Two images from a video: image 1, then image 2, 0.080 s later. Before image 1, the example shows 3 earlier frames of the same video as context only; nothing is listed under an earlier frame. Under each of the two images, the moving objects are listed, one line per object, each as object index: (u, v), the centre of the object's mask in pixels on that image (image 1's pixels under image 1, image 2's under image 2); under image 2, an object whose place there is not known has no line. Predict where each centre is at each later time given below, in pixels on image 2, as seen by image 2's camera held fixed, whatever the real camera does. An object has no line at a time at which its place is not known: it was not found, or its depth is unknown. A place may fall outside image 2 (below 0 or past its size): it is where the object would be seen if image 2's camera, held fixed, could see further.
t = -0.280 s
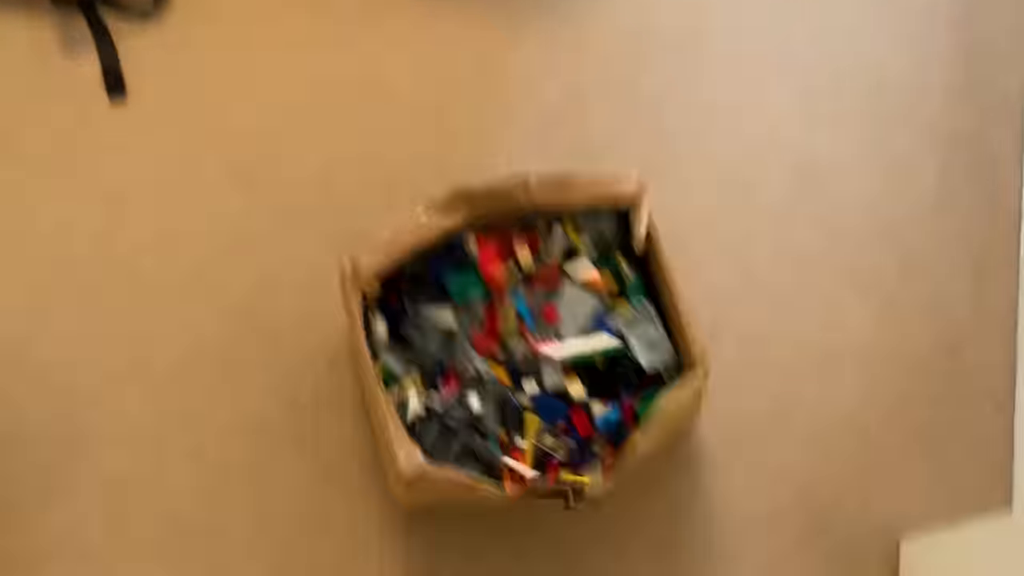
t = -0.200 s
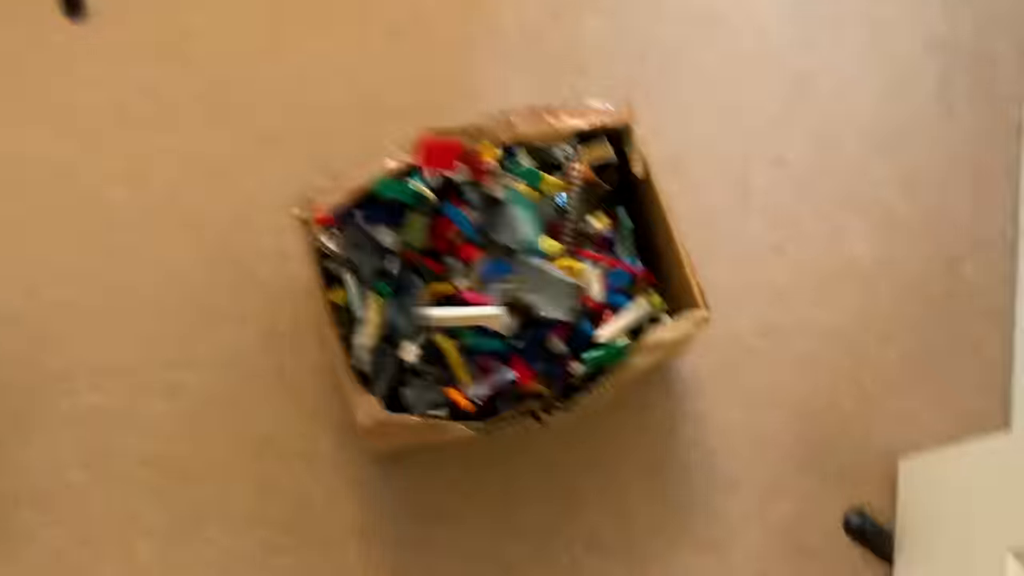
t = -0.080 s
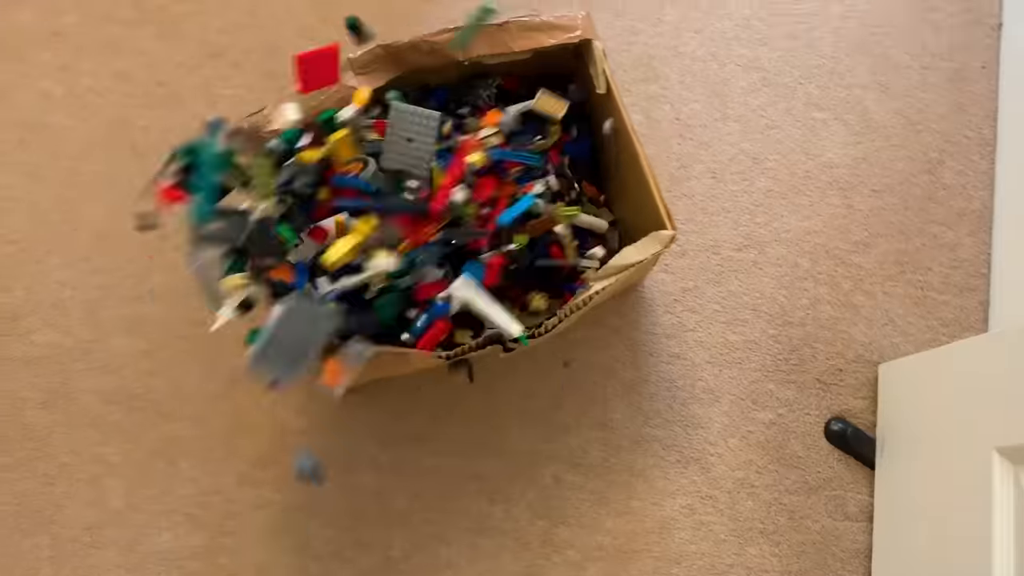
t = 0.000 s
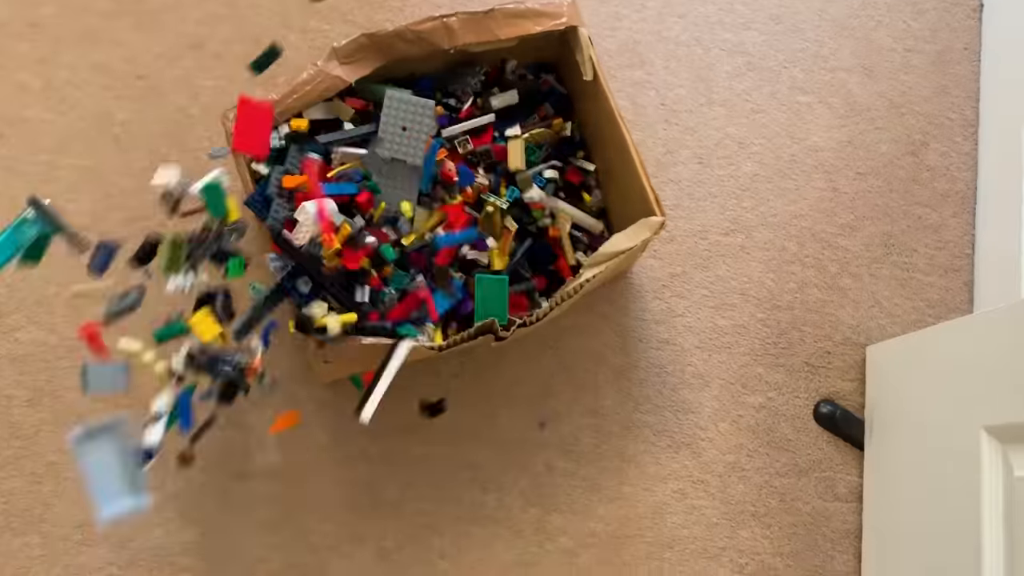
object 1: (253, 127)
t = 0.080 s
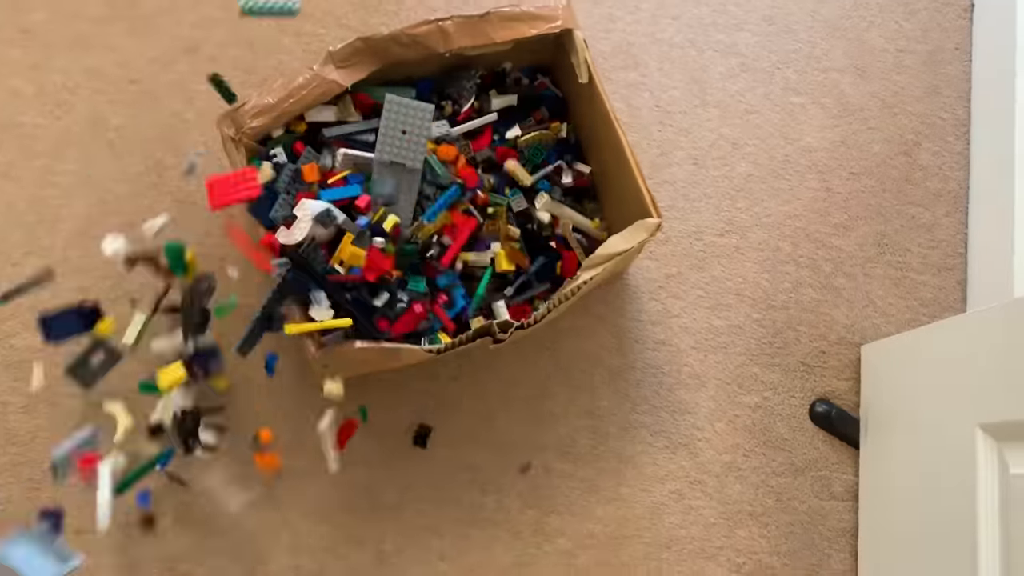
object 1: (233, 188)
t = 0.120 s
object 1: (221, 198)
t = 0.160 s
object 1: (201, 214)
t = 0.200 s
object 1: (184, 234)
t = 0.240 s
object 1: (170, 272)
